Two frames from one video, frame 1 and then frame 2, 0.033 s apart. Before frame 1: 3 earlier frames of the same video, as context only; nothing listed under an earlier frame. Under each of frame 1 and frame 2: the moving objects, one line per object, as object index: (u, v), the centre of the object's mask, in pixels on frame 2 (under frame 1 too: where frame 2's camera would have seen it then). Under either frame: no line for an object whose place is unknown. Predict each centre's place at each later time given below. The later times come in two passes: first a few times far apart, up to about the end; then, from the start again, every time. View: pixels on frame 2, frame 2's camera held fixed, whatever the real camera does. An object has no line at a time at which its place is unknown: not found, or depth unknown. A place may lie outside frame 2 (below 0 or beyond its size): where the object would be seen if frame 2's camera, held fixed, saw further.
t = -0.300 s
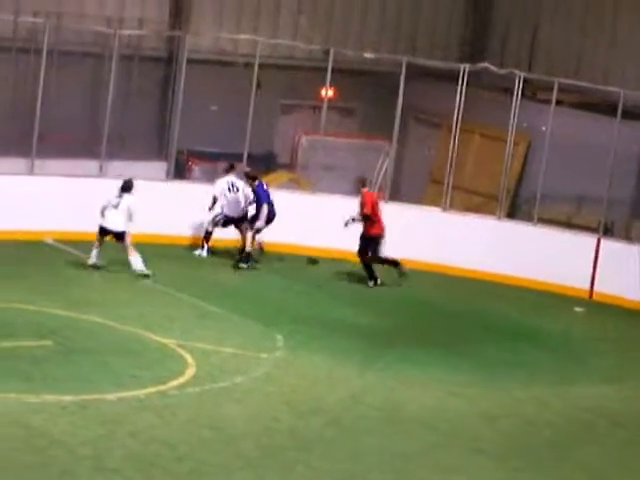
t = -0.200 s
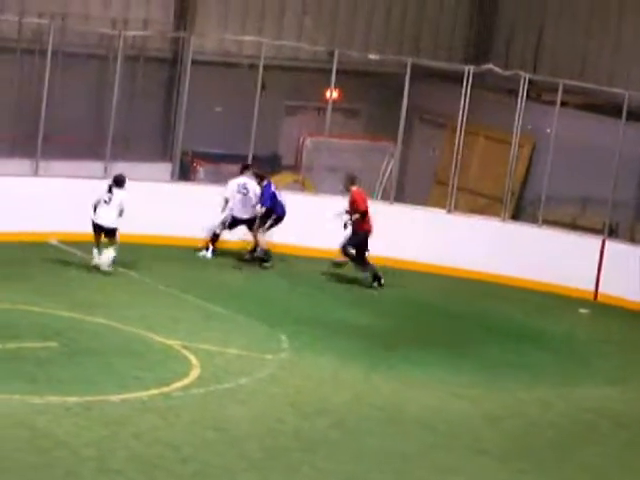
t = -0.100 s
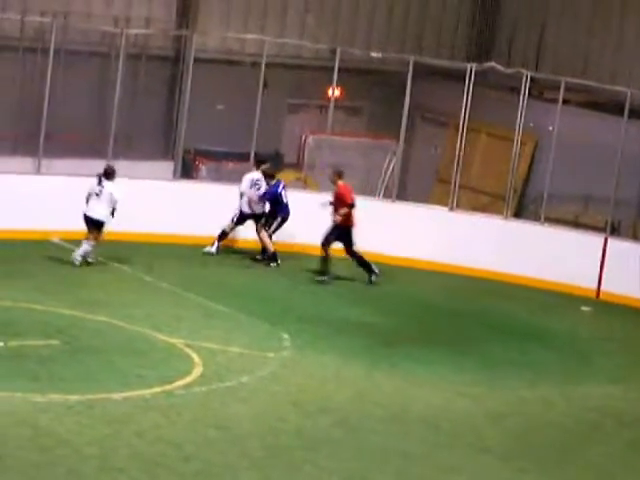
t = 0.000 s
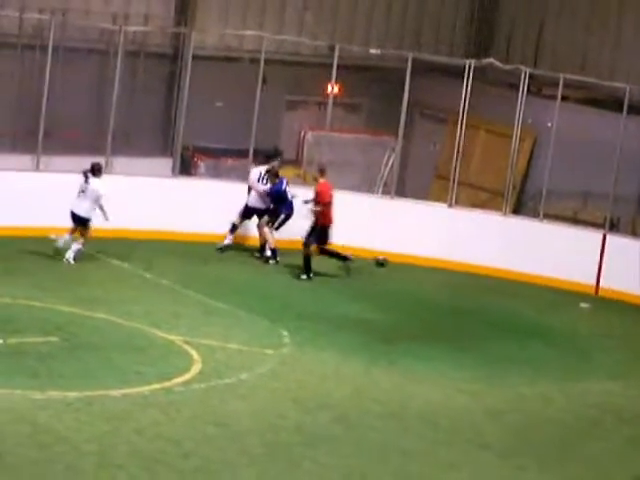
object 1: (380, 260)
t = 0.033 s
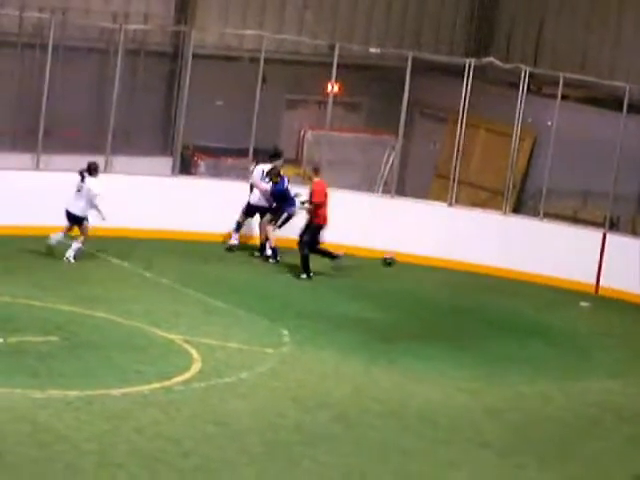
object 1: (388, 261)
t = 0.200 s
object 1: (420, 263)
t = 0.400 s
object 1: (458, 267)
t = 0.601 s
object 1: (493, 271)
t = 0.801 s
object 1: (519, 277)
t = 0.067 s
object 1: (394, 261)
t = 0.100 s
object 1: (400, 262)
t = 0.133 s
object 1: (407, 263)
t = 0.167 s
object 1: (413, 263)
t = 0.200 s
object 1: (420, 263)
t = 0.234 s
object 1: (427, 263)
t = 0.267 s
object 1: (433, 265)
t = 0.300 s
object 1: (440, 265)
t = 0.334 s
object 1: (445, 266)
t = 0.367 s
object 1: (451, 266)
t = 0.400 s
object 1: (458, 267)
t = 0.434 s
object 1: (465, 268)
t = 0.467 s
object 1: (471, 268)
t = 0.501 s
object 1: (477, 269)
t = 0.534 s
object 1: (483, 270)
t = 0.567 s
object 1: (489, 270)
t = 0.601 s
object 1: (493, 271)
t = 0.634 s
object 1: (497, 272)
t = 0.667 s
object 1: (501, 273)
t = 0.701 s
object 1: (506, 274)
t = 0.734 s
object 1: (509, 275)
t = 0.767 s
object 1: (514, 275)
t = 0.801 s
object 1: (519, 277)
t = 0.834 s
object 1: (523, 278)
